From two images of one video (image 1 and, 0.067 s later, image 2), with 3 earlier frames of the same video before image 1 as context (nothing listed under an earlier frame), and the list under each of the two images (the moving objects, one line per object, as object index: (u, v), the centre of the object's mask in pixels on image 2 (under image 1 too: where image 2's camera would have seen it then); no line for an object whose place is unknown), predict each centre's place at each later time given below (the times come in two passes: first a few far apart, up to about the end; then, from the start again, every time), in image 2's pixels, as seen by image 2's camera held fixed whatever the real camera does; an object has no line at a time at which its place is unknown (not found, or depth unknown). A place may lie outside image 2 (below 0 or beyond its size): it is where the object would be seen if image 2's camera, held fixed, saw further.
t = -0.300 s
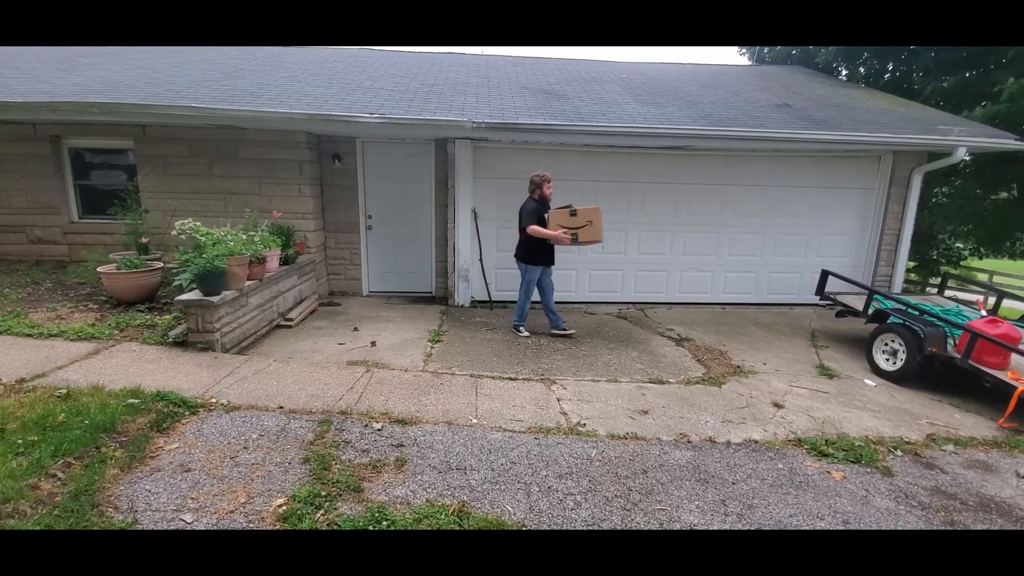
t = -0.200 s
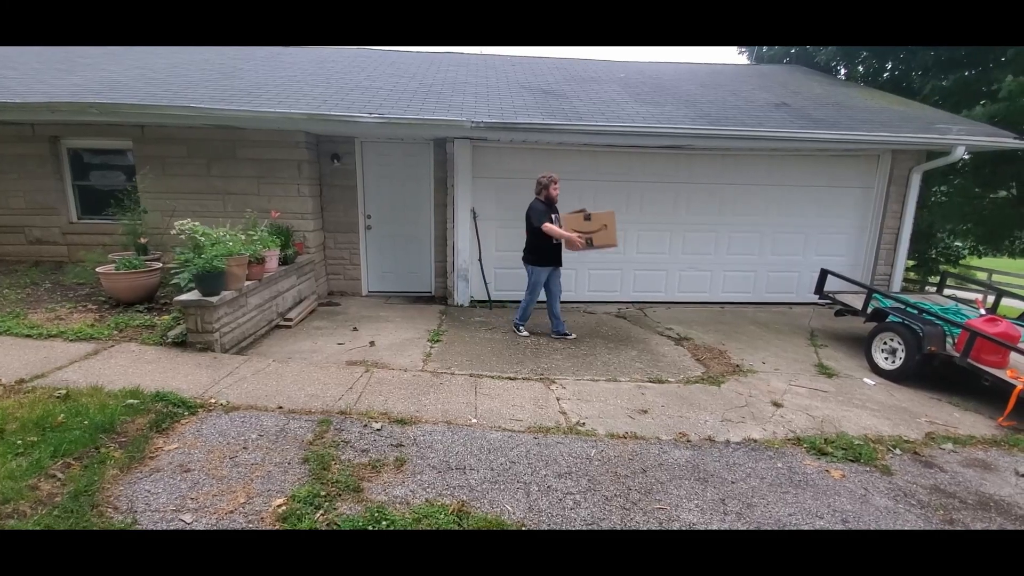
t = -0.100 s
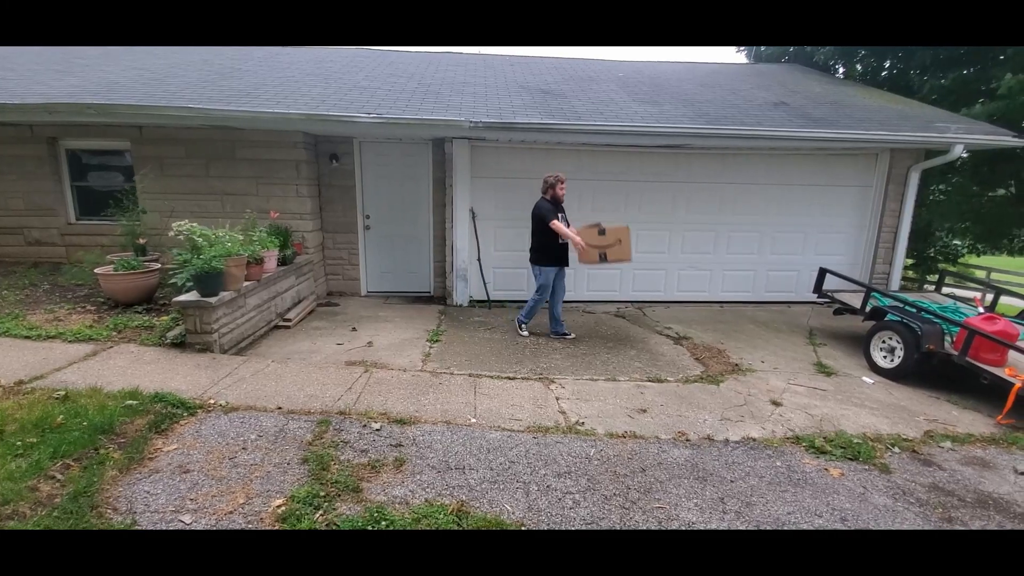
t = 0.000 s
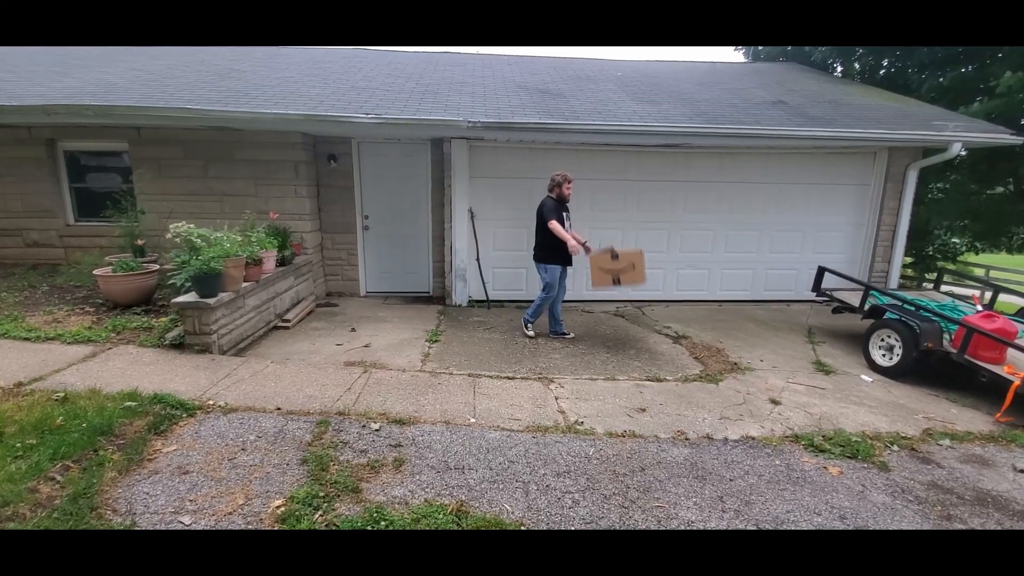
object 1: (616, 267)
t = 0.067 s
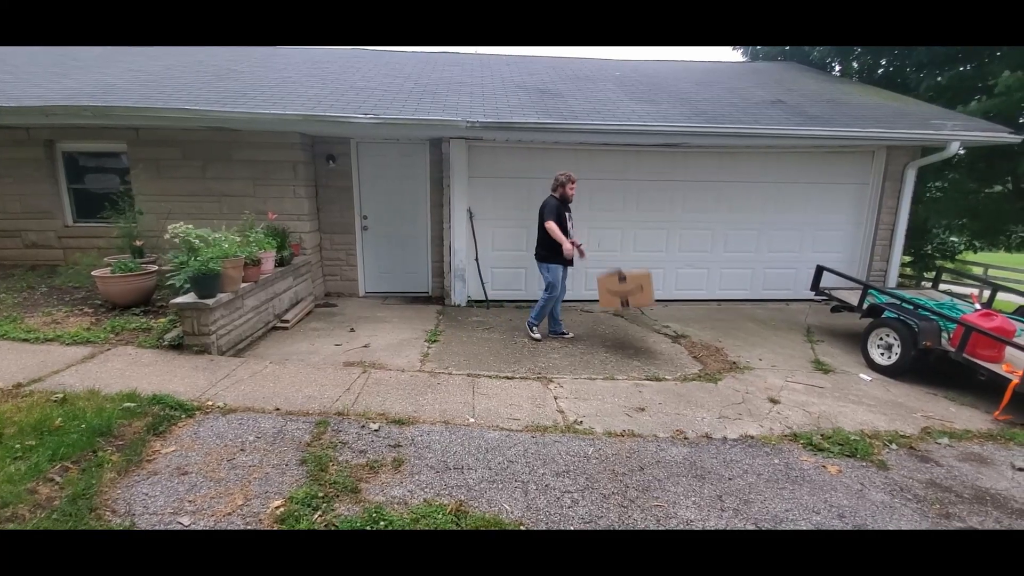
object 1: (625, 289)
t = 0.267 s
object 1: (658, 338)
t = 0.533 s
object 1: (678, 347)
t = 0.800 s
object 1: (681, 349)
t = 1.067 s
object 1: (681, 349)
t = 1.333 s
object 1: (681, 349)
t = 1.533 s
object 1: (681, 349)
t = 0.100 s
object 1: (629, 303)
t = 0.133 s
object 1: (634, 315)
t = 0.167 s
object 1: (638, 329)
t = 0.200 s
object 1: (644, 339)
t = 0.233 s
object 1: (652, 340)
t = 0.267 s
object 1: (658, 338)
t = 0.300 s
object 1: (662, 338)
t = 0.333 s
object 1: (666, 338)
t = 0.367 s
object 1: (670, 339)
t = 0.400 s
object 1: (674, 340)
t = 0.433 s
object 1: (675, 340)
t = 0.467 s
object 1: (677, 342)
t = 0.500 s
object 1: (677, 344)
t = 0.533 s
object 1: (678, 347)
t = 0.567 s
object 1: (677, 348)
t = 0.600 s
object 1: (678, 348)
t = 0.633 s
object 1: (681, 348)
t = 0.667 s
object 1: (681, 348)
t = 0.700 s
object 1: (682, 348)
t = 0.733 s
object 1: (681, 348)
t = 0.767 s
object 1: (681, 349)
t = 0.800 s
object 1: (681, 349)
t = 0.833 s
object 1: (681, 349)
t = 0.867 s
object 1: (681, 349)
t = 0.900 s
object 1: (681, 349)
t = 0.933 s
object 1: (681, 349)
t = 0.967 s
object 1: (681, 349)
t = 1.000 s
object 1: (681, 349)
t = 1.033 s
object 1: (681, 349)
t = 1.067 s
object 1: (681, 349)
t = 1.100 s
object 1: (681, 349)
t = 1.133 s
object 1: (681, 349)
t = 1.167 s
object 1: (681, 349)
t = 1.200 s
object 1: (681, 349)
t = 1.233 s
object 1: (681, 349)
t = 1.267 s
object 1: (681, 349)
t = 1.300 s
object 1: (681, 349)
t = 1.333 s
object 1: (681, 349)
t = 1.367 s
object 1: (681, 349)
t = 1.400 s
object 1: (681, 349)
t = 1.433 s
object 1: (681, 349)
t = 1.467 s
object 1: (681, 349)
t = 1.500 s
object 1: (681, 349)
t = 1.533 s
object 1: (681, 349)
